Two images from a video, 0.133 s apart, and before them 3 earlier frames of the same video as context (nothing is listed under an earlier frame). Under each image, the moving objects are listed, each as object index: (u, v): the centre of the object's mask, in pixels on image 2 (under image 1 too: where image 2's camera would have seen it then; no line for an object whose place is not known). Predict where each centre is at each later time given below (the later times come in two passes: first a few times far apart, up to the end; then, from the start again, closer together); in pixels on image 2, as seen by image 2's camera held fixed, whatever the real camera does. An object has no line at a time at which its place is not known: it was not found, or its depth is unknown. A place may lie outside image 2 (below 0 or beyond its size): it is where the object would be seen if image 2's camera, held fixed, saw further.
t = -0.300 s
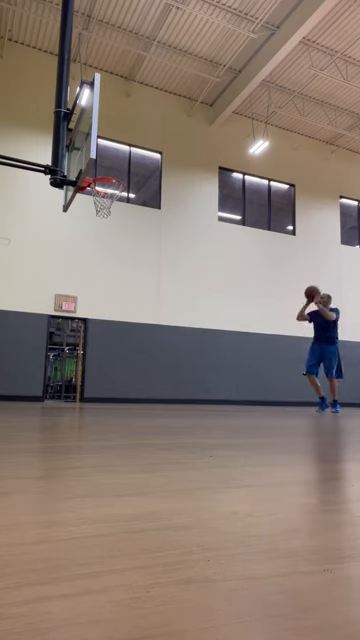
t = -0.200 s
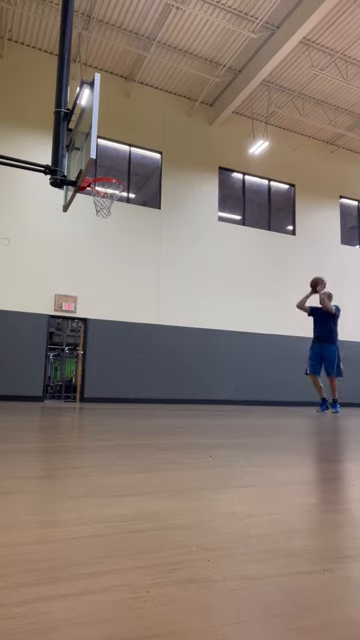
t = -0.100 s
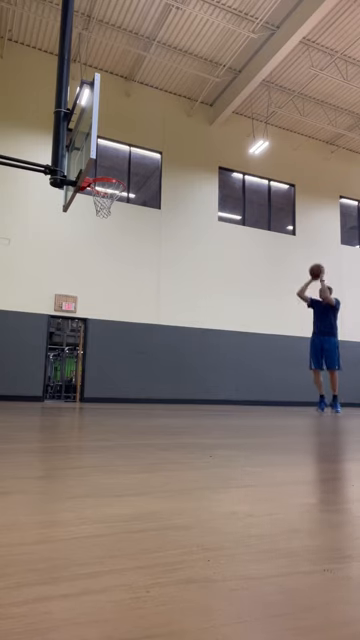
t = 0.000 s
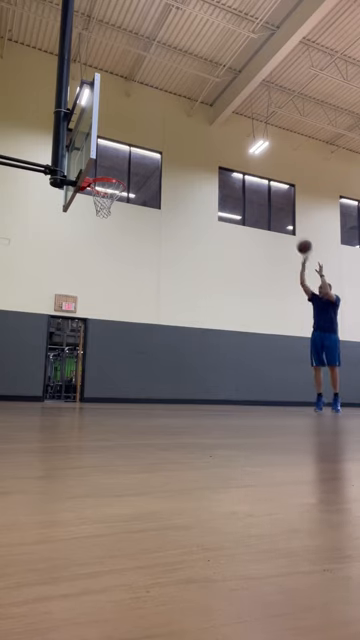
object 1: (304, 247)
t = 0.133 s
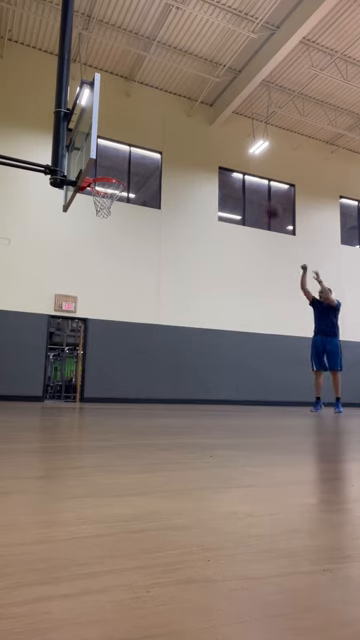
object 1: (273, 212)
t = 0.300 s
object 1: (231, 181)
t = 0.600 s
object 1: (152, 168)
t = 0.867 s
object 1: (97, 206)
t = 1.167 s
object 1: (102, 305)
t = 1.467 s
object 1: (119, 354)
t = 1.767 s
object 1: (160, 284)
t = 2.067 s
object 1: (196, 282)
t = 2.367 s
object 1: (230, 344)
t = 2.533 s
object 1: (249, 403)
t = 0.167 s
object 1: (264, 204)
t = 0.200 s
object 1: (255, 198)
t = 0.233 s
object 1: (248, 190)
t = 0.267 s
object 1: (239, 185)
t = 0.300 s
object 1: (231, 181)
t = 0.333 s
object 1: (223, 175)
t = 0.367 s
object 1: (215, 172)
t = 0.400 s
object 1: (206, 170)
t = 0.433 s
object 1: (198, 167)
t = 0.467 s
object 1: (189, 166)
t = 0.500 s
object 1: (181, 165)
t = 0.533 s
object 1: (172, 165)
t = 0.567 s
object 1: (163, 166)
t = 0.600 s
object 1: (152, 168)
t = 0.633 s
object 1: (143, 170)
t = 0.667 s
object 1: (134, 172)
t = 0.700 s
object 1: (123, 174)
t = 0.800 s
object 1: (99, 189)
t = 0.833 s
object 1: (96, 199)
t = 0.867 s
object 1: (97, 206)
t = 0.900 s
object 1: (98, 213)
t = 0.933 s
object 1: (98, 222)
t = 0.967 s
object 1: (99, 231)
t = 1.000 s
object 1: (100, 241)
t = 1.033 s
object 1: (100, 252)
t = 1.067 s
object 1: (101, 264)
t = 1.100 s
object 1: (101, 277)
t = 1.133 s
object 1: (102, 290)
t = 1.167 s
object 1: (102, 305)
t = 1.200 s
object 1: (102, 321)
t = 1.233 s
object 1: (102, 338)
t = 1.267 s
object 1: (102, 355)
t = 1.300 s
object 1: (102, 374)
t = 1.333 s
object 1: (102, 393)
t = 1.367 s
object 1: (105, 394)
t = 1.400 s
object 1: (109, 379)
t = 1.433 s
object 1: (115, 366)
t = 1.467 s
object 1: (119, 354)
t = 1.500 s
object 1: (124, 343)
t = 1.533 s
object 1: (129, 332)
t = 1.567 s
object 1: (134, 322)
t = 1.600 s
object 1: (139, 313)
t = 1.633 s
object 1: (143, 306)
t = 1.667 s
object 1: (147, 300)
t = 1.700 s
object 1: (152, 293)
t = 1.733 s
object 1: (156, 289)
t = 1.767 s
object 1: (160, 284)
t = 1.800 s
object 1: (165, 281)
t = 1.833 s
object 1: (168, 278)
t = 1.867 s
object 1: (172, 276)
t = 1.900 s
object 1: (177, 275)
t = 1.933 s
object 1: (181, 275)
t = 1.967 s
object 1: (185, 276)
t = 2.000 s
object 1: (189, 277)
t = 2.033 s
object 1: (193, 279)
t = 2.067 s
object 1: (196, 282)
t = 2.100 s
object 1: (200, 286)
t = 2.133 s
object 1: (204, 290)
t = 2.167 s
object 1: (208, 295)
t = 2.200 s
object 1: (212, 301)
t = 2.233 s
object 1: (216, 308)
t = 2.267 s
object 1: (219, 315)
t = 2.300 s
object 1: (223, 324)
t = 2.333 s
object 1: (226, 333)
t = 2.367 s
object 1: (230, 344)
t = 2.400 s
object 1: (233, 354)
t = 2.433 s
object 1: (237, 366)
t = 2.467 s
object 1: (241, 378)
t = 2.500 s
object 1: (245, 392)
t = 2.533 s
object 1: (249, 403)
